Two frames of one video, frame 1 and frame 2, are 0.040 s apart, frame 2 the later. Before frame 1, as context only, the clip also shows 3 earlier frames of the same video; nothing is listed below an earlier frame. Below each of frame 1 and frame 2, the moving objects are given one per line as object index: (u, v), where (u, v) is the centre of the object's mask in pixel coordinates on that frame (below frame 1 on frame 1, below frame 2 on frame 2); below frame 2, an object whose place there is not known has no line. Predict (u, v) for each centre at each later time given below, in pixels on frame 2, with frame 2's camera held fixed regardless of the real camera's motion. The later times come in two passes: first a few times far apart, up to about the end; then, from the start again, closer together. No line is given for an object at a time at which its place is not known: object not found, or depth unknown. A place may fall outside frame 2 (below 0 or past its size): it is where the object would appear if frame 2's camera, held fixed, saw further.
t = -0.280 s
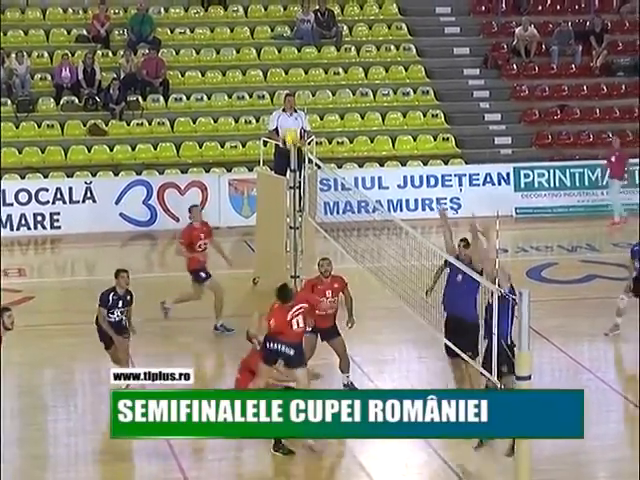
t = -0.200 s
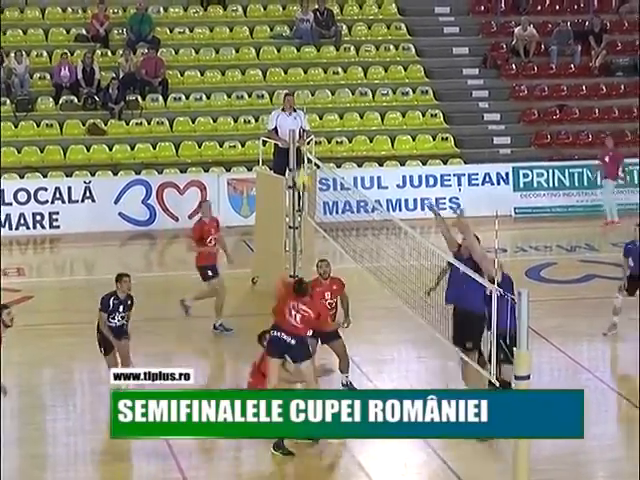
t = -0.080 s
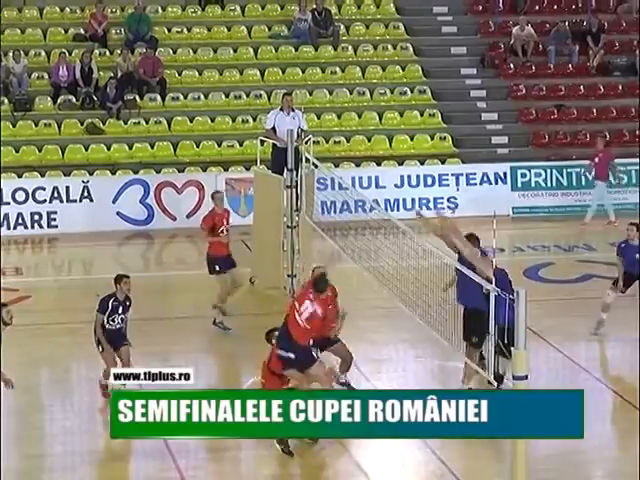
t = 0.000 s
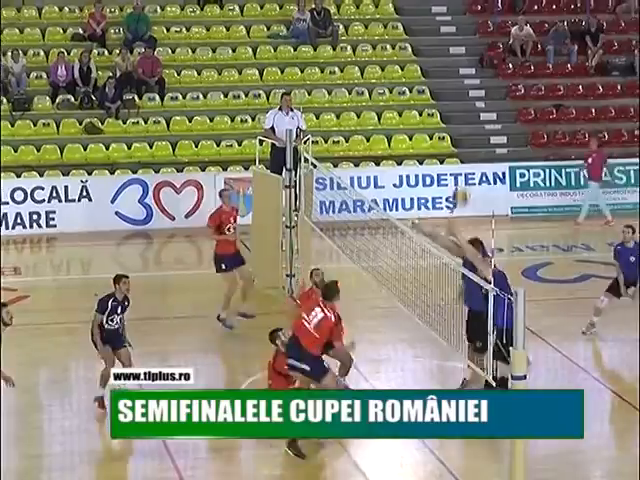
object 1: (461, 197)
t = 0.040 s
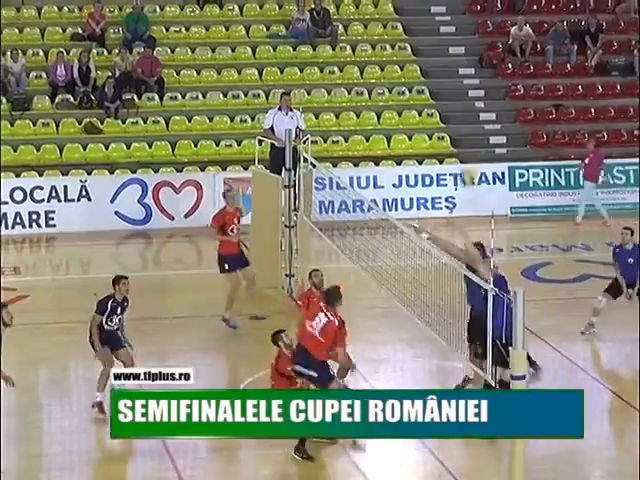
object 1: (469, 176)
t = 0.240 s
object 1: (501, 105)
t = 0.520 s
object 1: (543, 75)
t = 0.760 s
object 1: (576, 100)
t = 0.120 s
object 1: (481, 140)
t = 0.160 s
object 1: (489, 129)
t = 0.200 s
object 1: (494, 118)
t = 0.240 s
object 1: (501, 105)
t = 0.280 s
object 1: (507, 97)
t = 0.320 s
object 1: (514, 89)
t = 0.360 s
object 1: (519, 85)
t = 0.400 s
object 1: (525, 81)
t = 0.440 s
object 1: (533, 77)
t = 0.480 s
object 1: (538, 76)
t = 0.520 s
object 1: (543, 75)
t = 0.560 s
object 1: (551, 76)
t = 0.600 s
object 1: (555, 80)
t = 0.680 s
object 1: (565, 88)
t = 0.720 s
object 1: (572, 93)
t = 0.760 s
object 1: (576, 100)
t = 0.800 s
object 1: (583, 111)
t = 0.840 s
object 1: (587, 118)
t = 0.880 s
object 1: (591, 130)
